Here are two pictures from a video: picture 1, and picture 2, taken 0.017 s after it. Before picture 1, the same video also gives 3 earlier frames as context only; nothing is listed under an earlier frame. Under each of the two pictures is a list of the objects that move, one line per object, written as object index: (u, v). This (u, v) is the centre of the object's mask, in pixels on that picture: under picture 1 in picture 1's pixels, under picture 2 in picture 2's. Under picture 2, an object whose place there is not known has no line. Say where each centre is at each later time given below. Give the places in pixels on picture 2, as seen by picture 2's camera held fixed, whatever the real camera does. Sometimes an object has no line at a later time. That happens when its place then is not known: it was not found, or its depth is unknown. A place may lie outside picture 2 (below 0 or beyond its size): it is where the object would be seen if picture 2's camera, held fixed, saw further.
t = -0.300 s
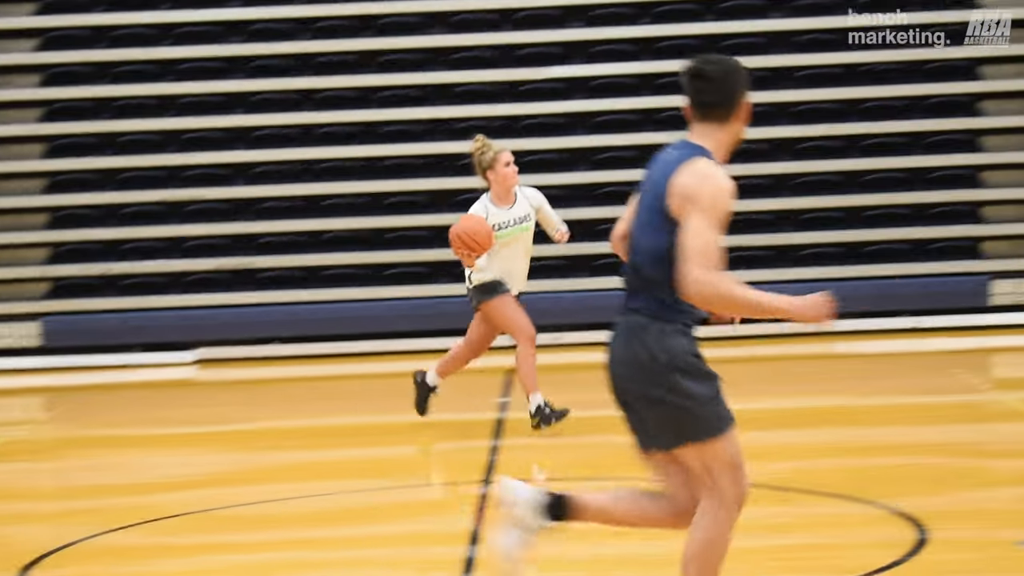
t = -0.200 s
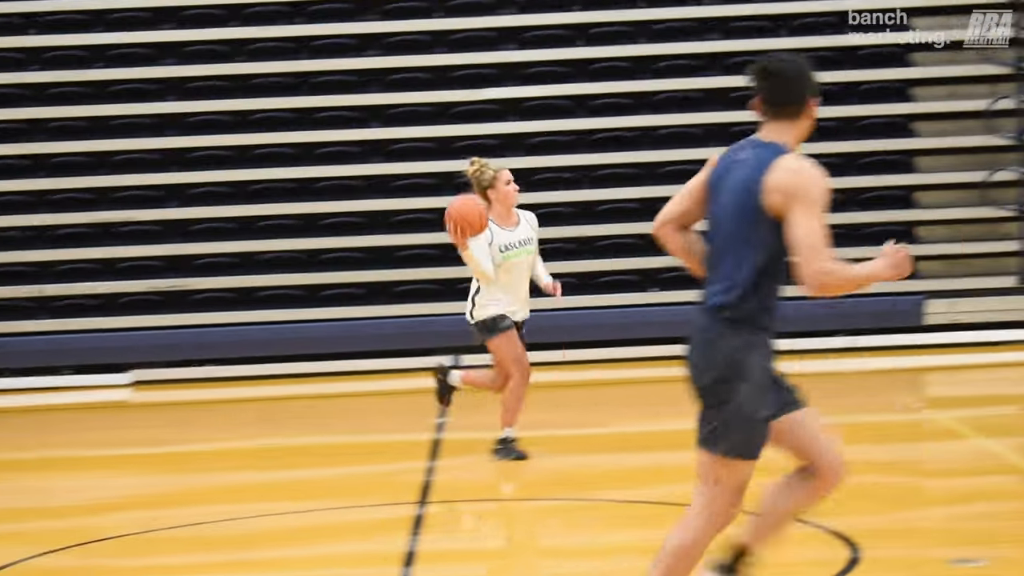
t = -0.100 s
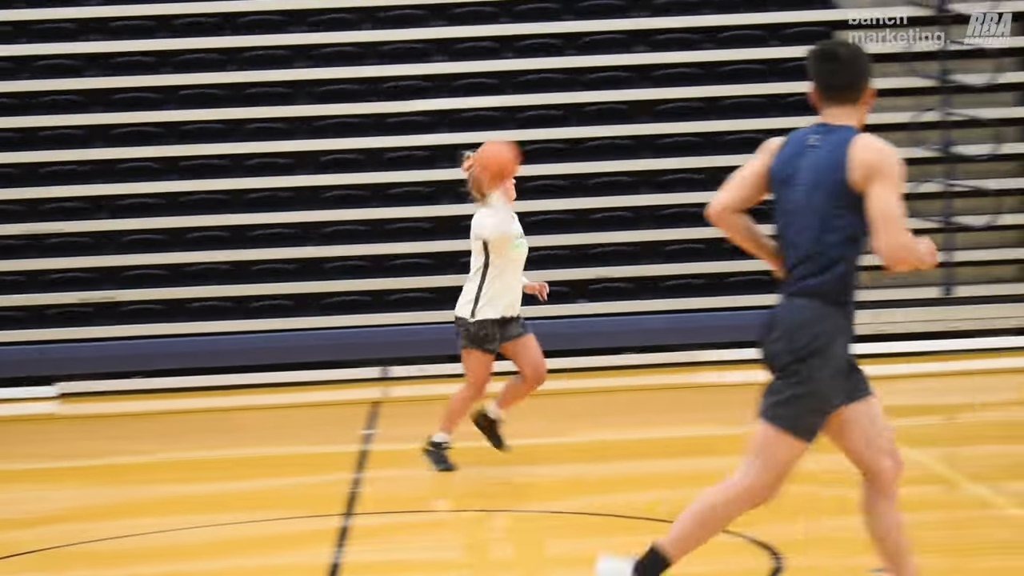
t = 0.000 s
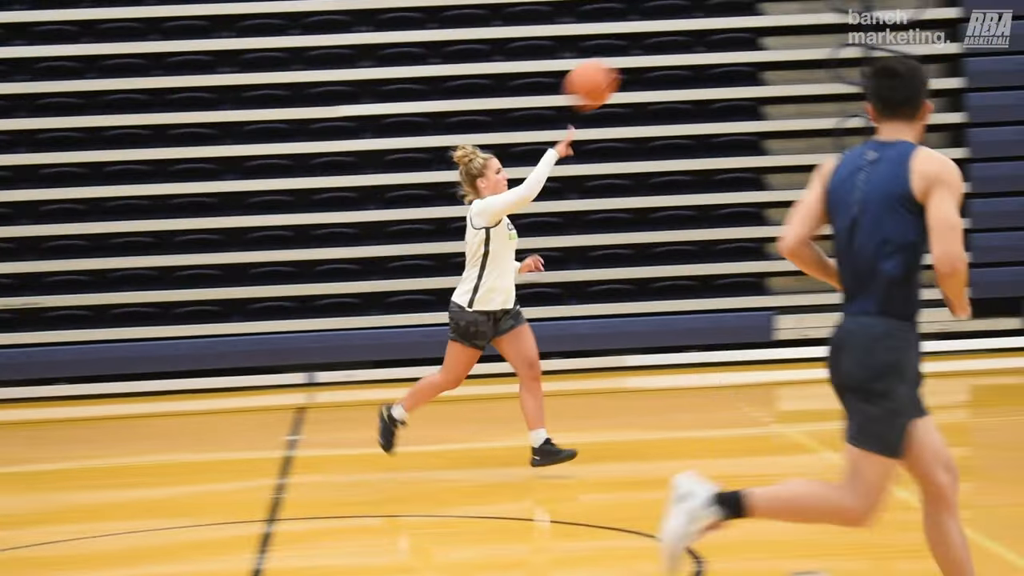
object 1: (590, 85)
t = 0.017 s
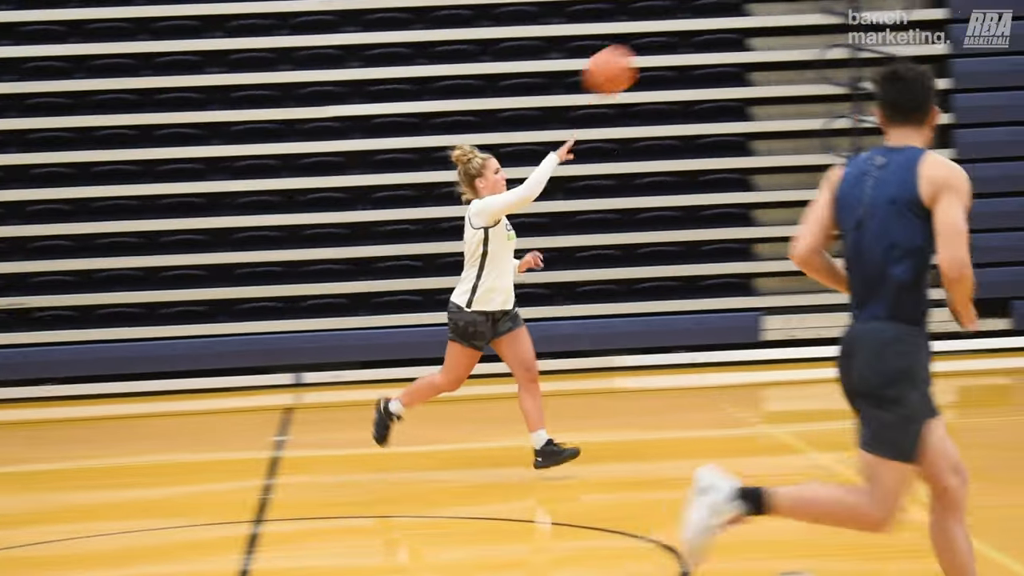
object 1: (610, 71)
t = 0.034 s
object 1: (642, 59)
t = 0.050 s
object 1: (674, 46)
